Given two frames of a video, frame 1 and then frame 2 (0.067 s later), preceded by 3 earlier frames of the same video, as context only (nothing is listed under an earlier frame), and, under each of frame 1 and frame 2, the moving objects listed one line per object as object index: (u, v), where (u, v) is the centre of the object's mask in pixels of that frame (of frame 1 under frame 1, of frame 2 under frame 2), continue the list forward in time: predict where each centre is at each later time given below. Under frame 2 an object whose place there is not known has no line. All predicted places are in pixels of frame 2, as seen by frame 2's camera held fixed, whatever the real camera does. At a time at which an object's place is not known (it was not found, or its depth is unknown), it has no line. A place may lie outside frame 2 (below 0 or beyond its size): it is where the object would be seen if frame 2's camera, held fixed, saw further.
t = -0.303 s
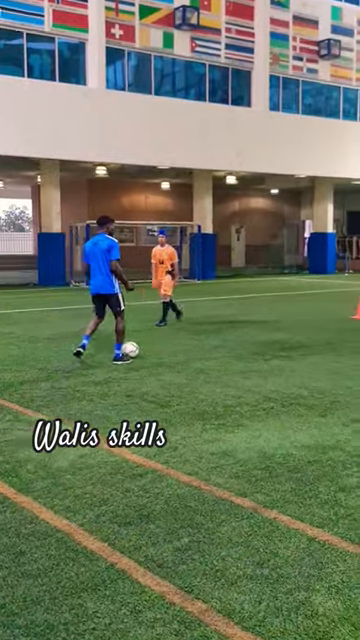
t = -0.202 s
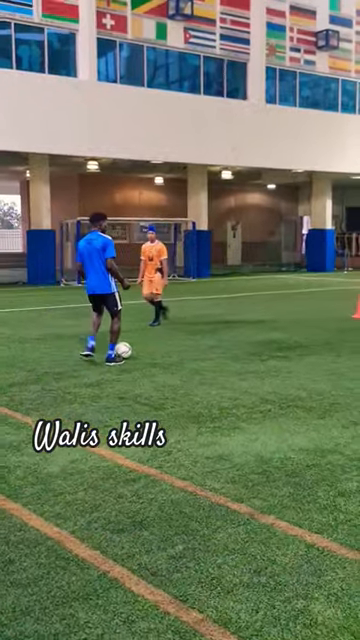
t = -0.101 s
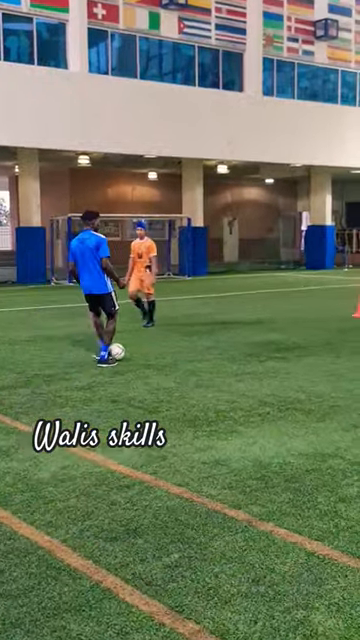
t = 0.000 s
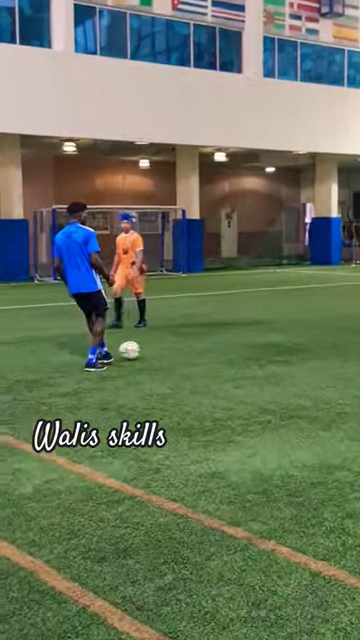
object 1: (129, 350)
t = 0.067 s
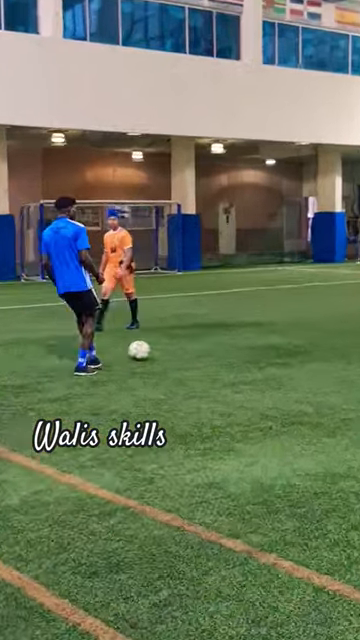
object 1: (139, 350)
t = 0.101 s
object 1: (146, 350)
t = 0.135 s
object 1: (152, 352)
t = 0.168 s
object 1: (158, 352)
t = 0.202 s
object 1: (163, 354)
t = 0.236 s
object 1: (168, 355)
